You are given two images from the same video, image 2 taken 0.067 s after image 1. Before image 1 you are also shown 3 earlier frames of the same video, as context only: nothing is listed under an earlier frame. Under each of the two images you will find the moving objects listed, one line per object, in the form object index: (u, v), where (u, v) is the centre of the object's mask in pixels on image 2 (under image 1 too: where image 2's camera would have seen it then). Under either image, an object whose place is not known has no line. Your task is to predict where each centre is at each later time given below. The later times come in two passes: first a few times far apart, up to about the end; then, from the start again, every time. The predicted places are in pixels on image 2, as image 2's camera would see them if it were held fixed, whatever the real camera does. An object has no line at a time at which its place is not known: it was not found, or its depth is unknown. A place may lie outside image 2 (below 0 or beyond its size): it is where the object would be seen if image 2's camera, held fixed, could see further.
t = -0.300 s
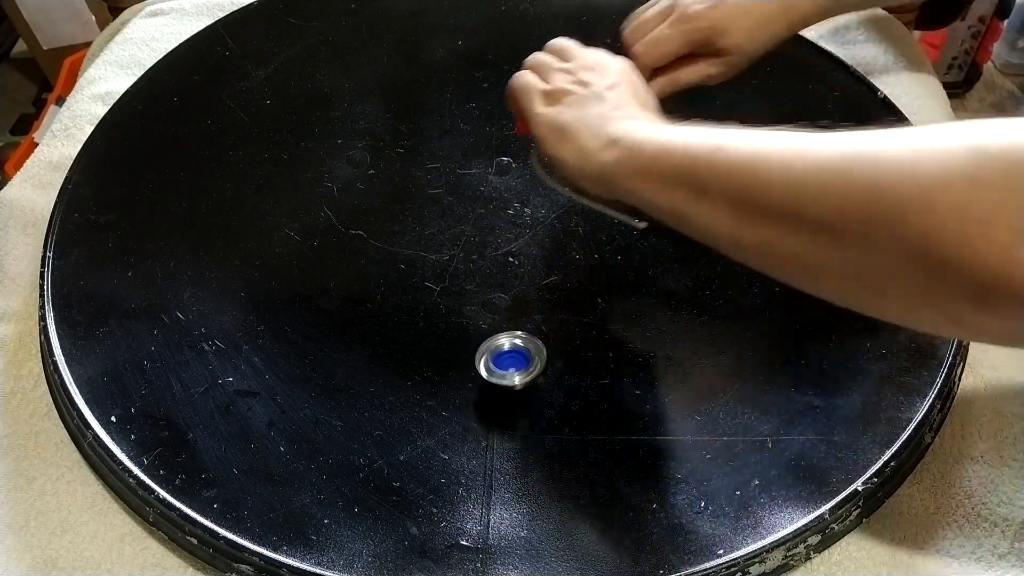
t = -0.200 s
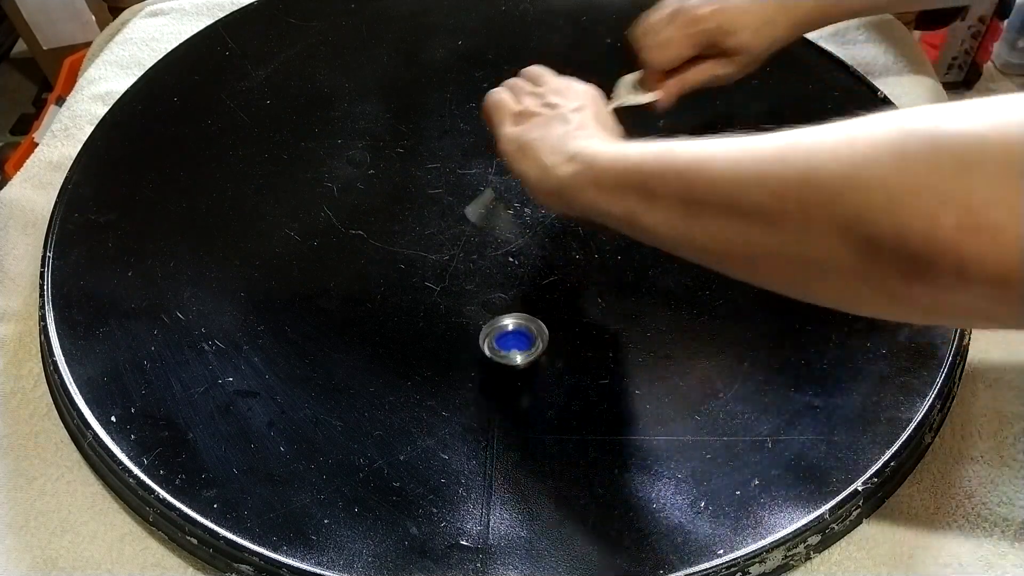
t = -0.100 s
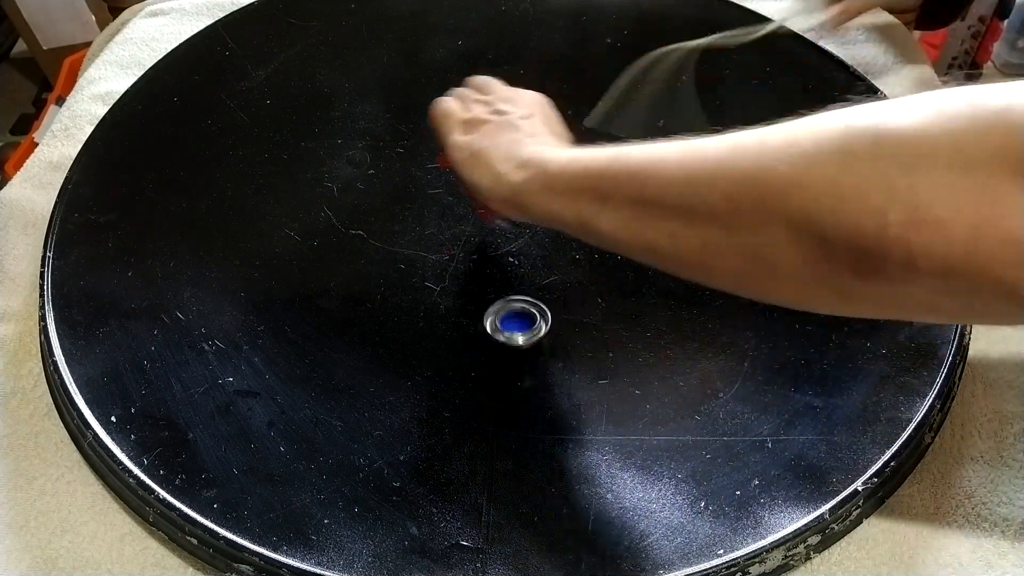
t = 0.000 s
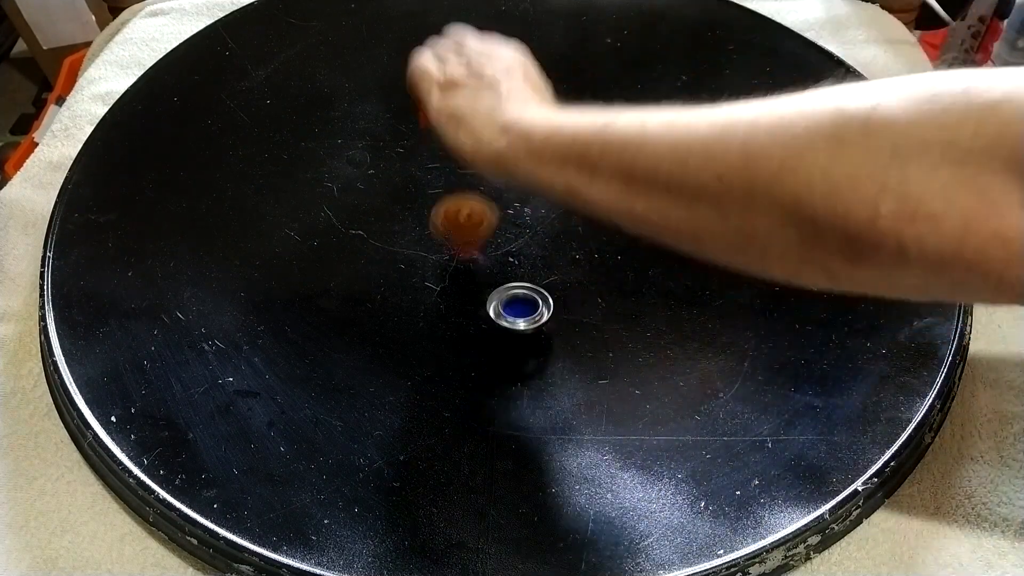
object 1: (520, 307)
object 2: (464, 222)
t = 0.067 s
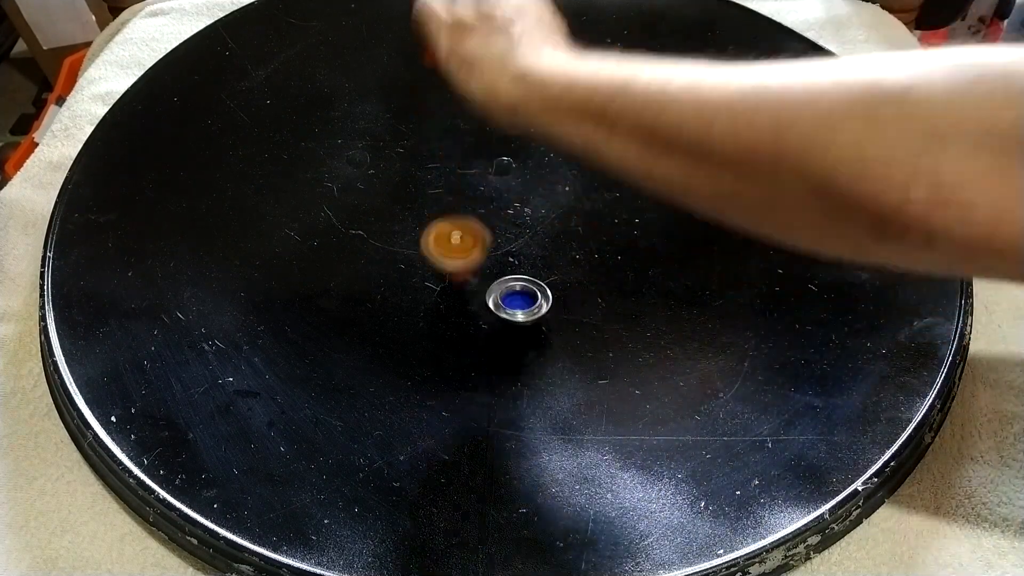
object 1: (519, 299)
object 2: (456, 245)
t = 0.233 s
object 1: (541, 285)
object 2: (418, 294)
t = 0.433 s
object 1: (543, 252)
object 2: (345, 299)
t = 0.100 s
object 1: (517, 296)
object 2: (455, 261)
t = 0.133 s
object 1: (517, 293)
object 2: (456, 270)
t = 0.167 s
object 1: (525, 290)
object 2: (445, 280)
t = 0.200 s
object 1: (534, 288)
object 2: (431, 288)
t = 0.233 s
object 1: (541, 285)
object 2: (418, 294)
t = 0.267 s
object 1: (546, 282)
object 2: (404, 300)
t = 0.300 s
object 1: (548, 278)
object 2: (391, 303)
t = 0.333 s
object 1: (548, 272)
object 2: (377, 305)
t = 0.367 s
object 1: (547, 265)
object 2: (366, 304)
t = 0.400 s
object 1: (545, 259)
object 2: (353, 303)
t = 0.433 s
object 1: (543, 252)
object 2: (345, 299)
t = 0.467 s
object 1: (539, 245)
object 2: (335, 295)
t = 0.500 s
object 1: (535, 239)
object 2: (327, 291)
